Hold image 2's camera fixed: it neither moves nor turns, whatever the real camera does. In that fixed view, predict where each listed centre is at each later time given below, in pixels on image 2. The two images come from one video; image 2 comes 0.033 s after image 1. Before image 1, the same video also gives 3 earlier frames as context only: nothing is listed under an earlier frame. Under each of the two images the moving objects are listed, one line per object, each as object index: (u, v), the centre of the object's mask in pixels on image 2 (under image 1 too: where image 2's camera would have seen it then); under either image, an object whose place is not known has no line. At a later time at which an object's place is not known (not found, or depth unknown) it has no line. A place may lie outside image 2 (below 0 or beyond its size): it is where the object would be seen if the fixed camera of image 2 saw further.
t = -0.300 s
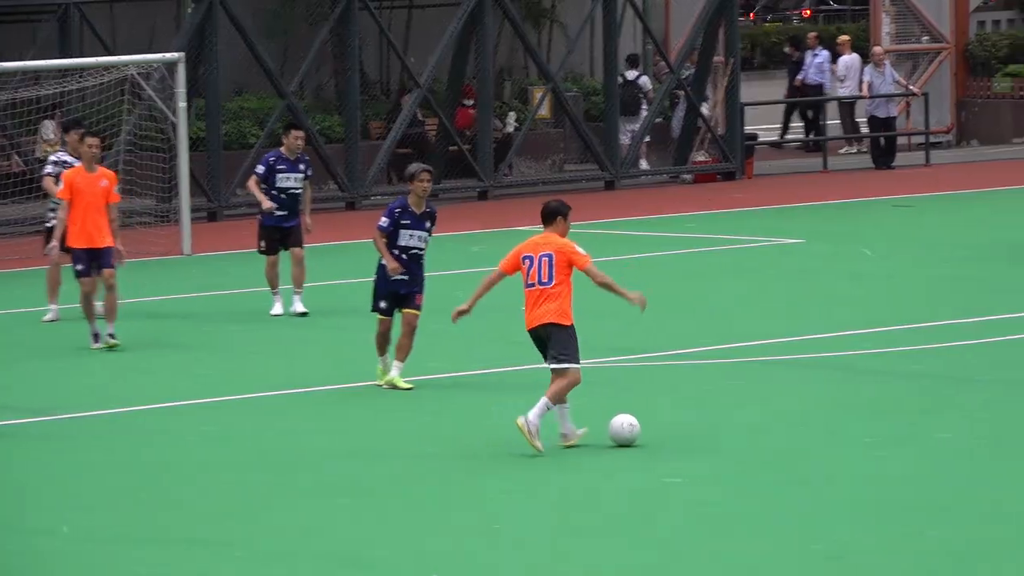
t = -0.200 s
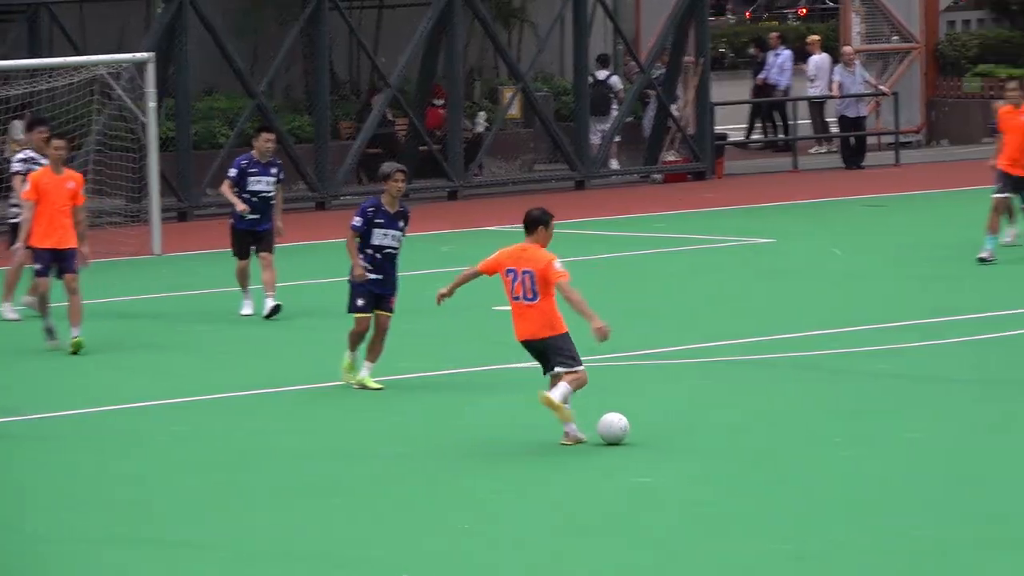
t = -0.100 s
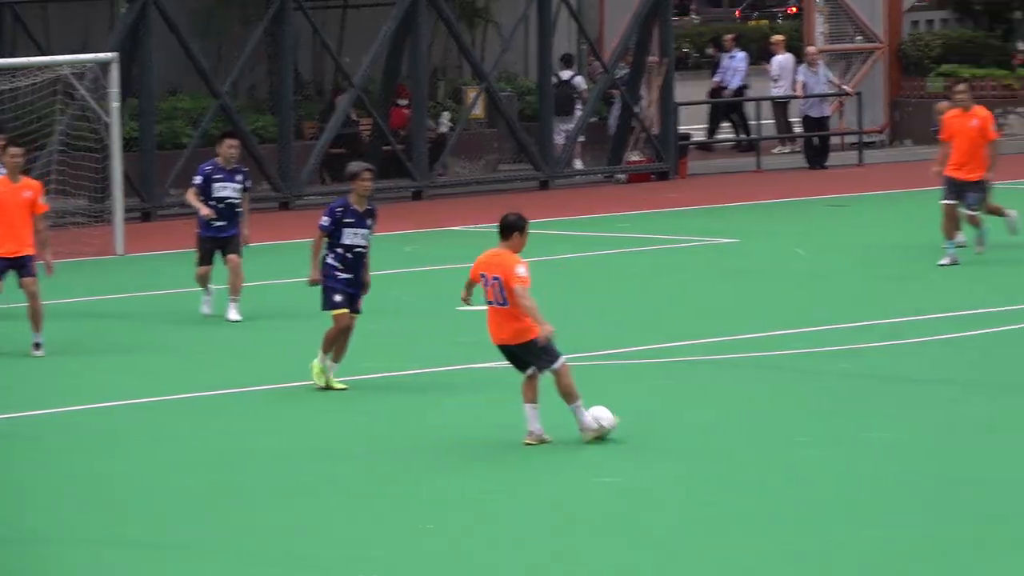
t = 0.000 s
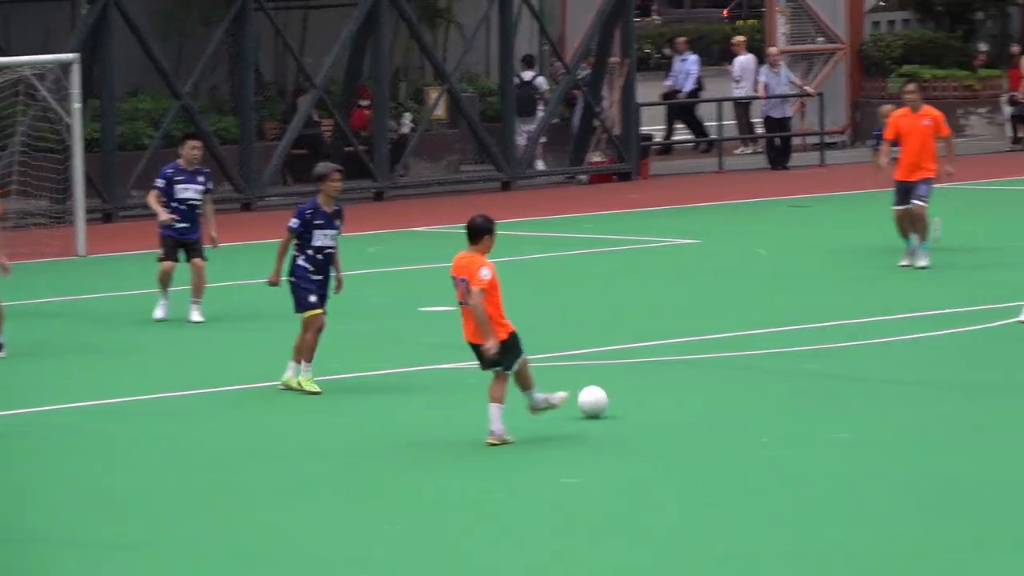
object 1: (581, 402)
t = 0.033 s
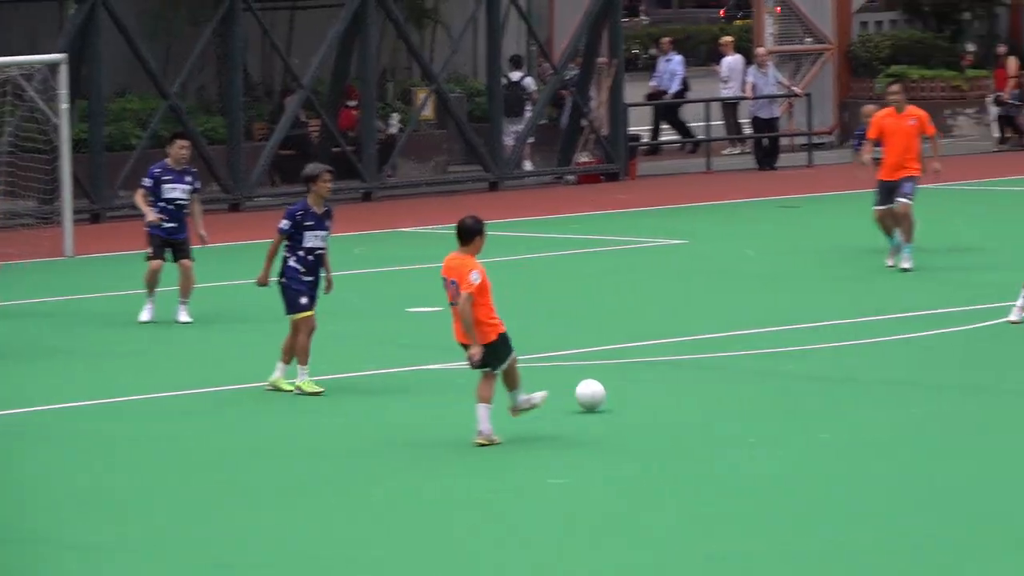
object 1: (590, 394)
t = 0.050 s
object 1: (594, 391)
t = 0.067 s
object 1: (599, 389)
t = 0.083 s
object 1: (603, 386)
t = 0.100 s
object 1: (608, 384)
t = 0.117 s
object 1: (612, 381)
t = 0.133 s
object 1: (617, 377)
